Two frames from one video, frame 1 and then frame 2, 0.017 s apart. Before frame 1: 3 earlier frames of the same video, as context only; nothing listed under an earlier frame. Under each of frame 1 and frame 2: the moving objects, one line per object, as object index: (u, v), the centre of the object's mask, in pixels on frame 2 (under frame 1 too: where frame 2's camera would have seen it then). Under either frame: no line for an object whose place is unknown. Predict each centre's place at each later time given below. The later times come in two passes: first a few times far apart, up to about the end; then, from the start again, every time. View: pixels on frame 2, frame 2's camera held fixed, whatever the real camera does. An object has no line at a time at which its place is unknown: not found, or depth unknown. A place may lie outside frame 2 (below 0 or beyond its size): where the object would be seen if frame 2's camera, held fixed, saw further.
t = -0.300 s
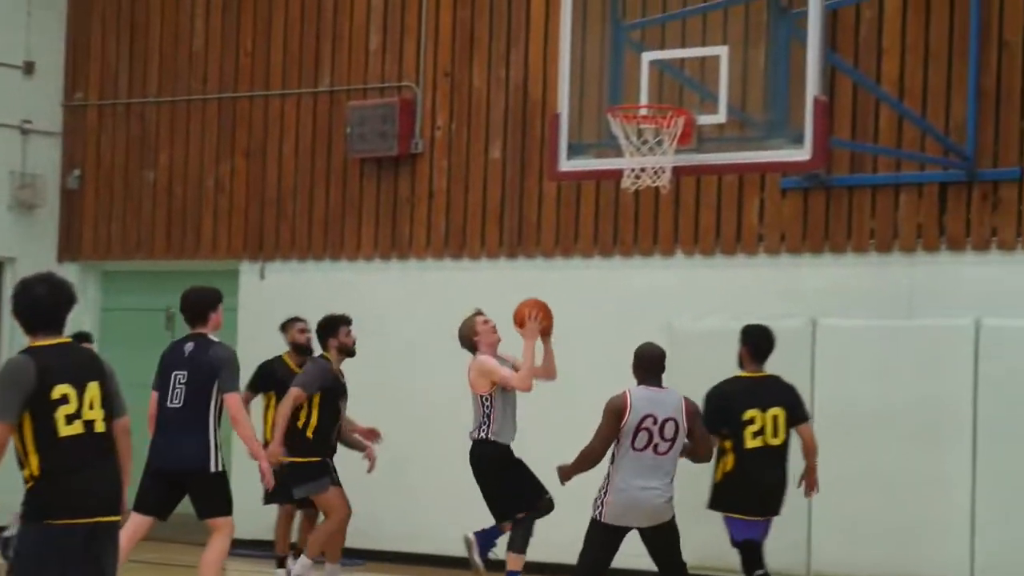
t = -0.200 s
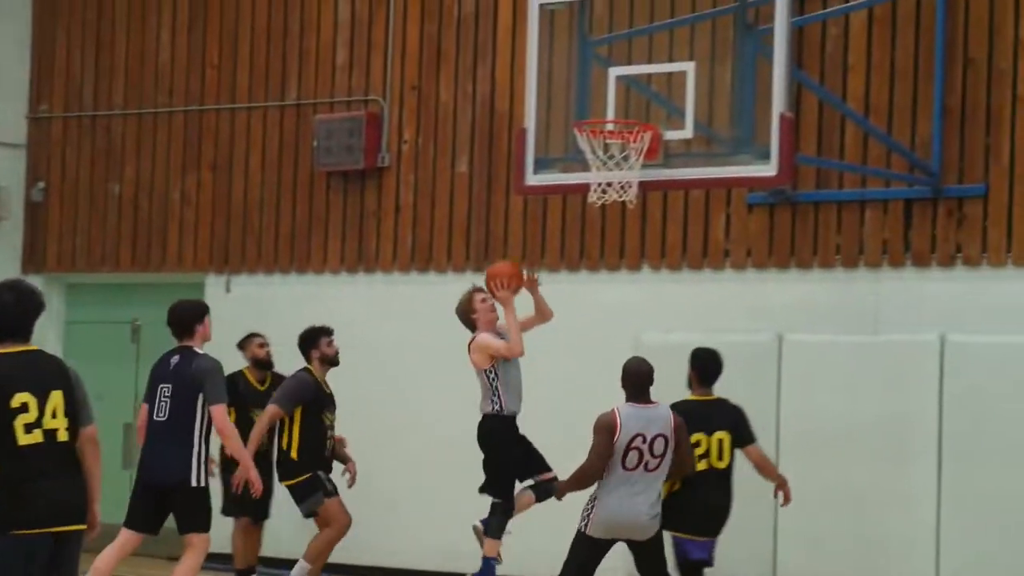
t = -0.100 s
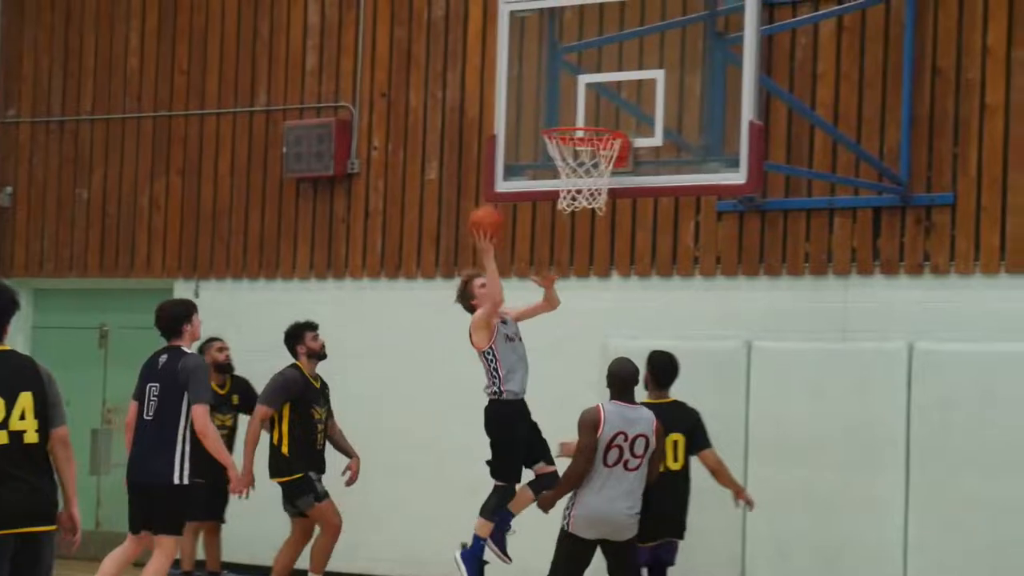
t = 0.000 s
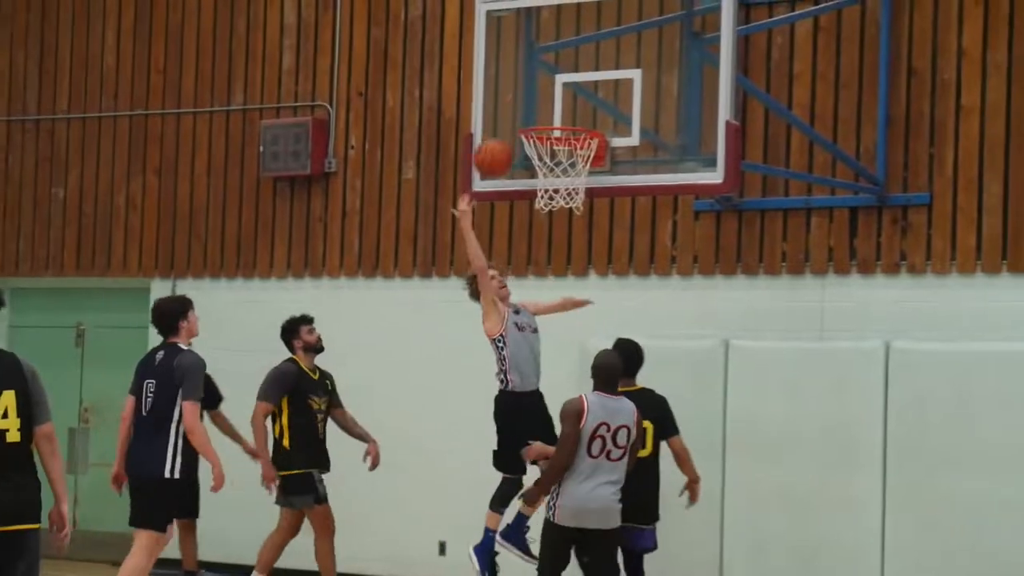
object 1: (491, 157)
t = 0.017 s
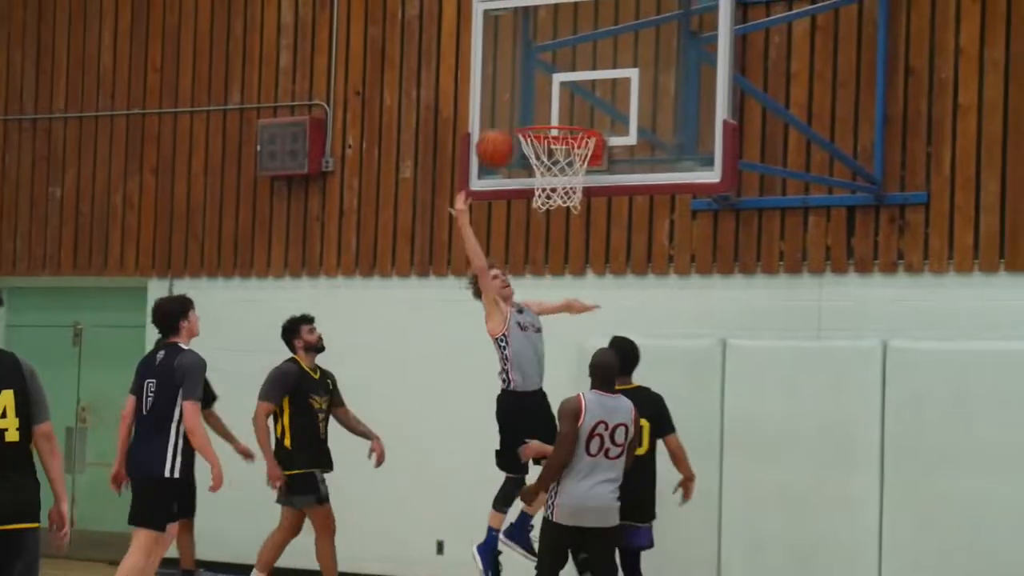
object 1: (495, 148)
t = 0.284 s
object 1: (544, 76)
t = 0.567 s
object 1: (554, 145)
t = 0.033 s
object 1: (499, 140)
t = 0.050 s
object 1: (502, 131)
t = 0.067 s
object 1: (507, 123)
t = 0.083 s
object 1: (512, 115)
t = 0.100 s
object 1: (518, 109)
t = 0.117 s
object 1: (523, 103)
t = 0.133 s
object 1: (527, 97)
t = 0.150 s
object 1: (532, 90)
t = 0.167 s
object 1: (537, 86)
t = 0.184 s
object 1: (538, 83)
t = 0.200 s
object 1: (539, 80)
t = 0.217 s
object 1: (540, 78)
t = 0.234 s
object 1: (541, 77)
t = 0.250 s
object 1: (542, 76)
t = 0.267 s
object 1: (543, 76)
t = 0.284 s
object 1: (544, 76)
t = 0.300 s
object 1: (545, 76)
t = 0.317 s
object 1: (545, 77)
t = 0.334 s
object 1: (546, 79)
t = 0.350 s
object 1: (547, 80)
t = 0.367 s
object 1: (547, 83)
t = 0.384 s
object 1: (549, 85)
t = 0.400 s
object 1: (549, 89)
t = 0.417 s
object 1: (550, 92)
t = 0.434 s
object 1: (551, 96)
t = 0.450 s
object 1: (552, 100)
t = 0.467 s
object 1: (552, 106)
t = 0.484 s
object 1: (553, 109)
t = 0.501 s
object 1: (554, 113)
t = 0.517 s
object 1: (554, 120)
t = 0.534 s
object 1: (554, 130)
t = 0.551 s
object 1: (554, 138)
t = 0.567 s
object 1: (554, 145)
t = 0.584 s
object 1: (556, 150)
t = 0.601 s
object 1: (557, 163)
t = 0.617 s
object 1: (557, 172)
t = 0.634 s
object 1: (558, 182)
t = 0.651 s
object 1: (558, 187)
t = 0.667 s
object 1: (557, 206)
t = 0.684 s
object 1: (558, 208)
